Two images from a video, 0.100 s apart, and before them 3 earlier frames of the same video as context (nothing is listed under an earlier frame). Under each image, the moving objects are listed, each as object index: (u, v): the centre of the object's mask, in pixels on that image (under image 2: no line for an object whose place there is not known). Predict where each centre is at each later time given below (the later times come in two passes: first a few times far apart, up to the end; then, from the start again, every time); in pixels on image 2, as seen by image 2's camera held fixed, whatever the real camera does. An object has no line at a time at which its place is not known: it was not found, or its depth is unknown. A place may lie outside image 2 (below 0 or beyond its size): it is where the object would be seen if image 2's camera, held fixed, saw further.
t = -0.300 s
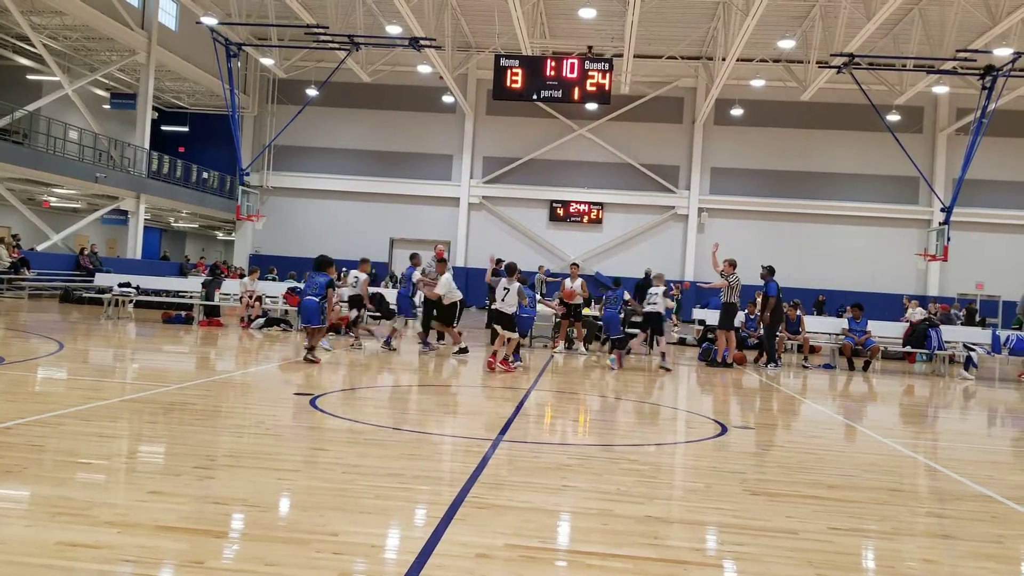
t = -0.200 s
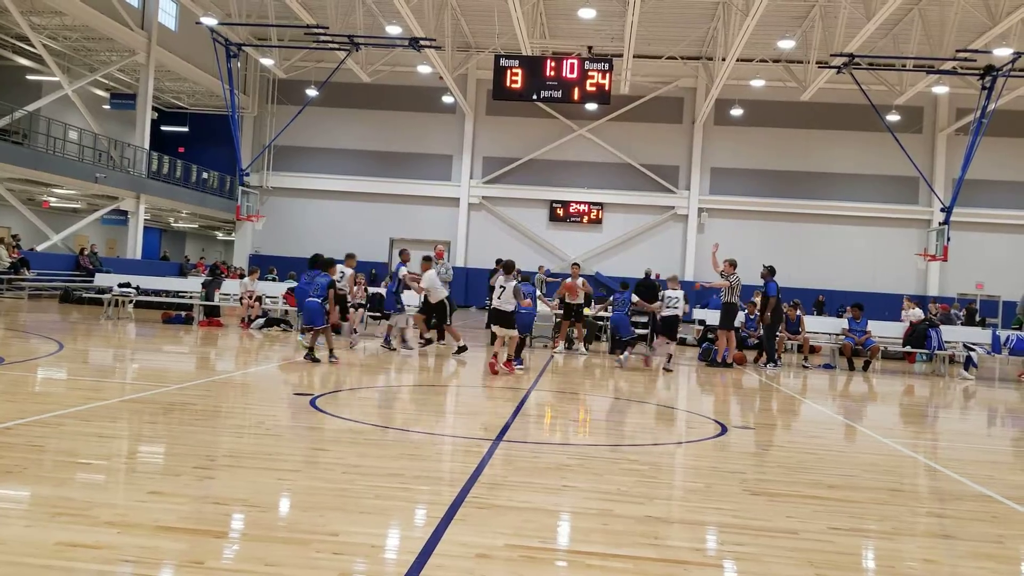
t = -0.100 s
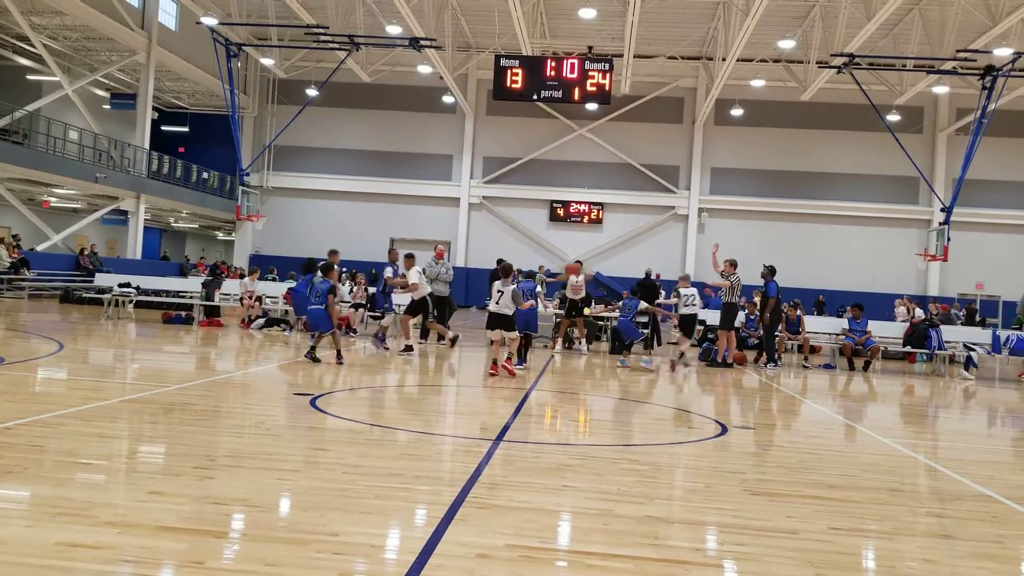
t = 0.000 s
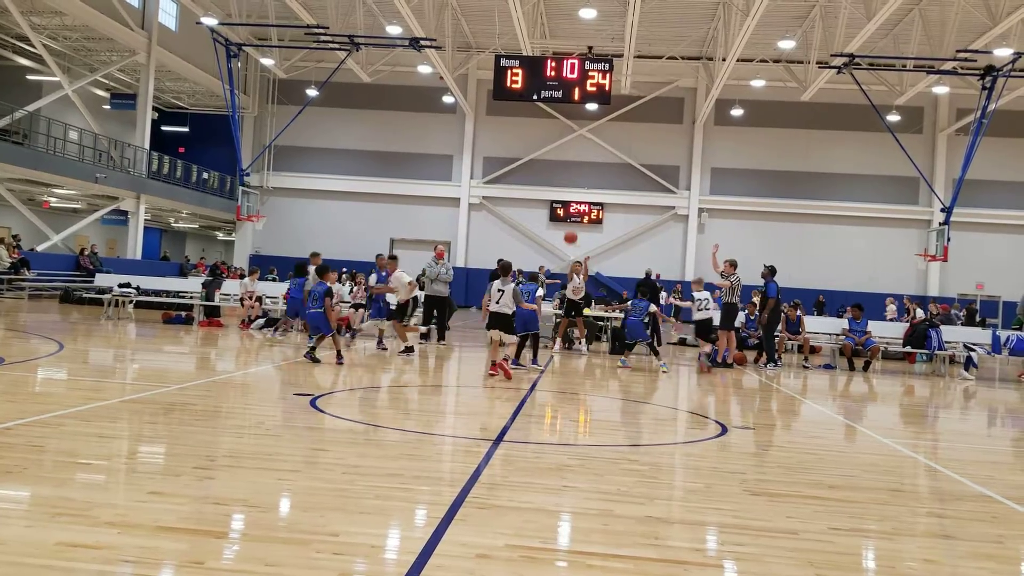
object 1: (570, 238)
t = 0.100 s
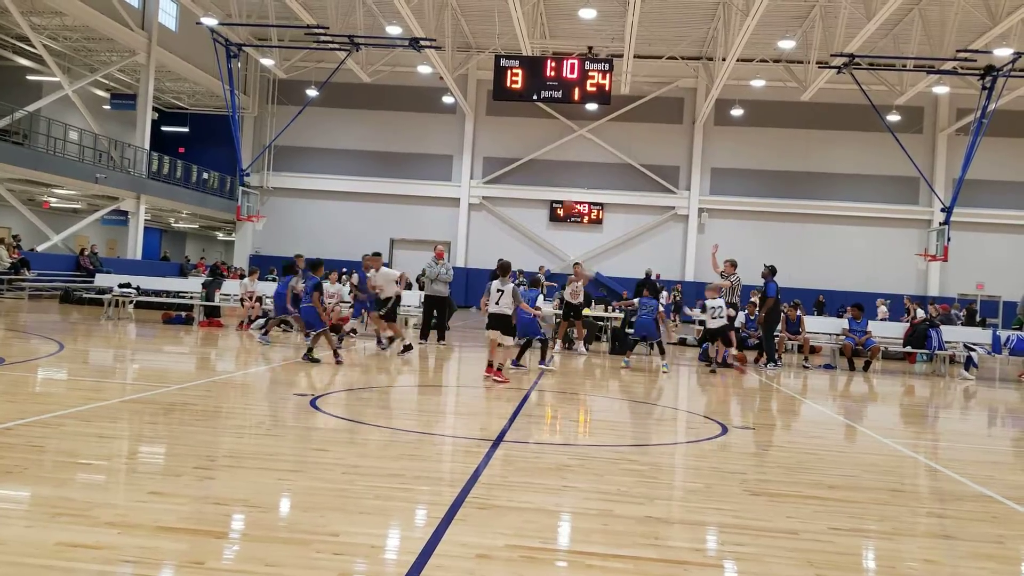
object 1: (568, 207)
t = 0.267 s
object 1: (563, 165)
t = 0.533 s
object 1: (550, 127)
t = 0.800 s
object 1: (531, 137)
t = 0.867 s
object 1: (525, 148)
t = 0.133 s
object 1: (567, 198)
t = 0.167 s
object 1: (566, 188)
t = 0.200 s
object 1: (565, 180)
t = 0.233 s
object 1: (564, 172)
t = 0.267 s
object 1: (563, 165)
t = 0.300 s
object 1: (562, 159)
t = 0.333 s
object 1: (560, 152)
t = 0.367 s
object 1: (559, 146)
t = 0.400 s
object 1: (558, 141)
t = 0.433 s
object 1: (556, 136)
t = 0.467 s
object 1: (554, 132)
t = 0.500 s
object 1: (552, 129)
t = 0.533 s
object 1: (550, 127)
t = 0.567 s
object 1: (548, 125)
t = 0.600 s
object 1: (546, 124)
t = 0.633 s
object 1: (544, 123)
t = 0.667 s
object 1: (542, 124)
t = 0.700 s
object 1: (539, 126)
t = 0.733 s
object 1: (537, 128)
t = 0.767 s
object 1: (534, 132)
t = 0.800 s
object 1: (531, 137)
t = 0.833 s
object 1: (528, 142)
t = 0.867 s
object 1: (525, 148)
